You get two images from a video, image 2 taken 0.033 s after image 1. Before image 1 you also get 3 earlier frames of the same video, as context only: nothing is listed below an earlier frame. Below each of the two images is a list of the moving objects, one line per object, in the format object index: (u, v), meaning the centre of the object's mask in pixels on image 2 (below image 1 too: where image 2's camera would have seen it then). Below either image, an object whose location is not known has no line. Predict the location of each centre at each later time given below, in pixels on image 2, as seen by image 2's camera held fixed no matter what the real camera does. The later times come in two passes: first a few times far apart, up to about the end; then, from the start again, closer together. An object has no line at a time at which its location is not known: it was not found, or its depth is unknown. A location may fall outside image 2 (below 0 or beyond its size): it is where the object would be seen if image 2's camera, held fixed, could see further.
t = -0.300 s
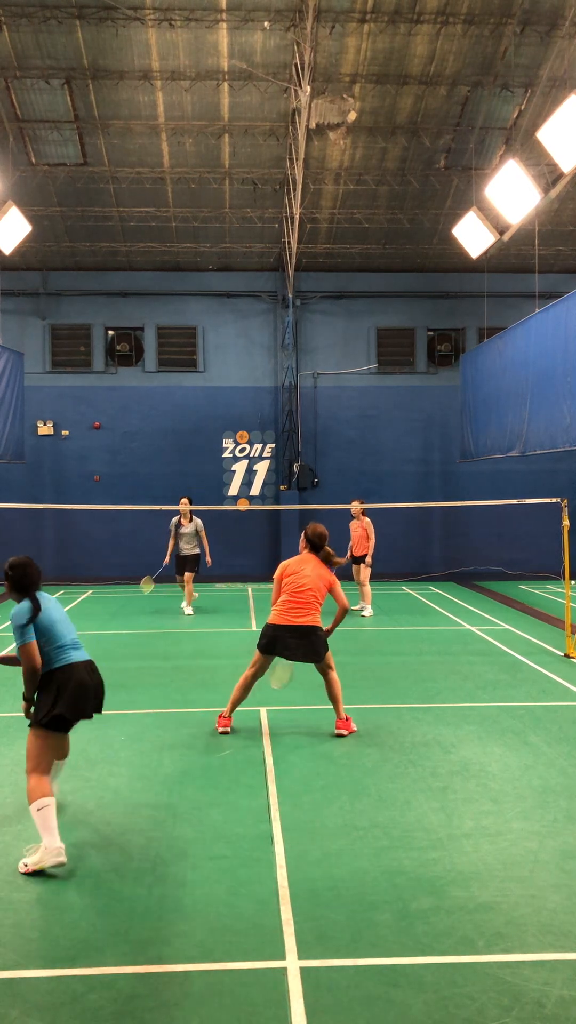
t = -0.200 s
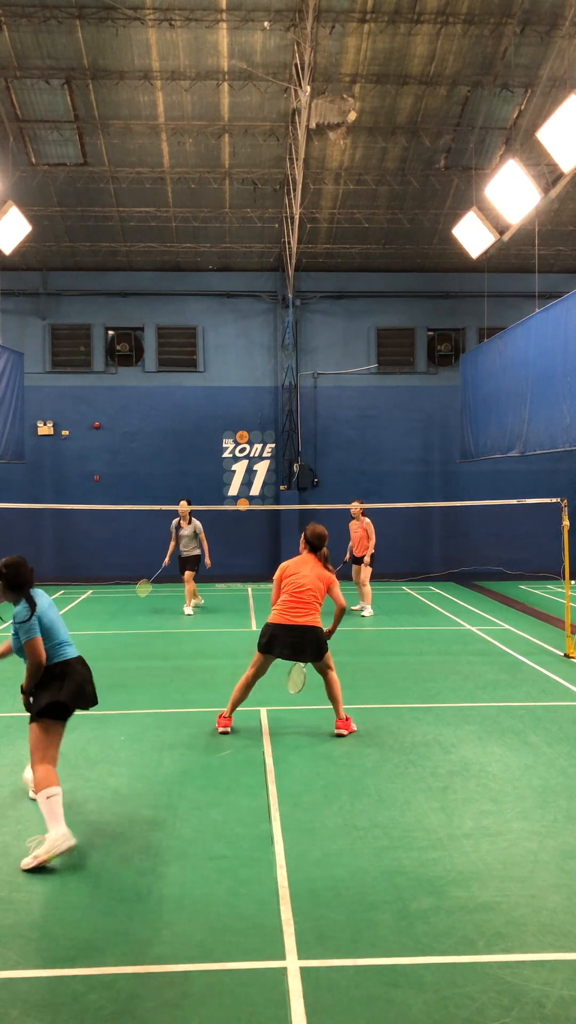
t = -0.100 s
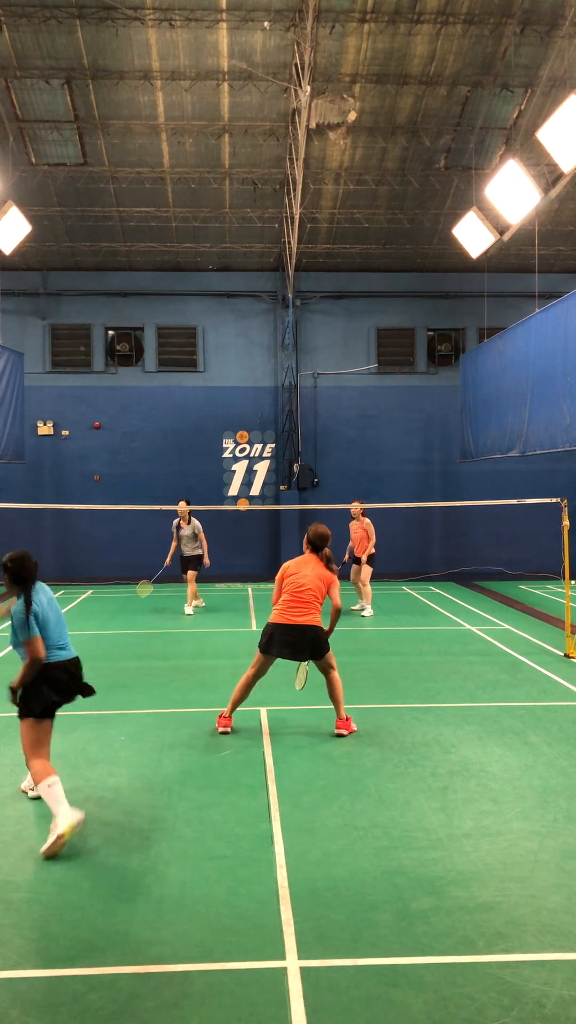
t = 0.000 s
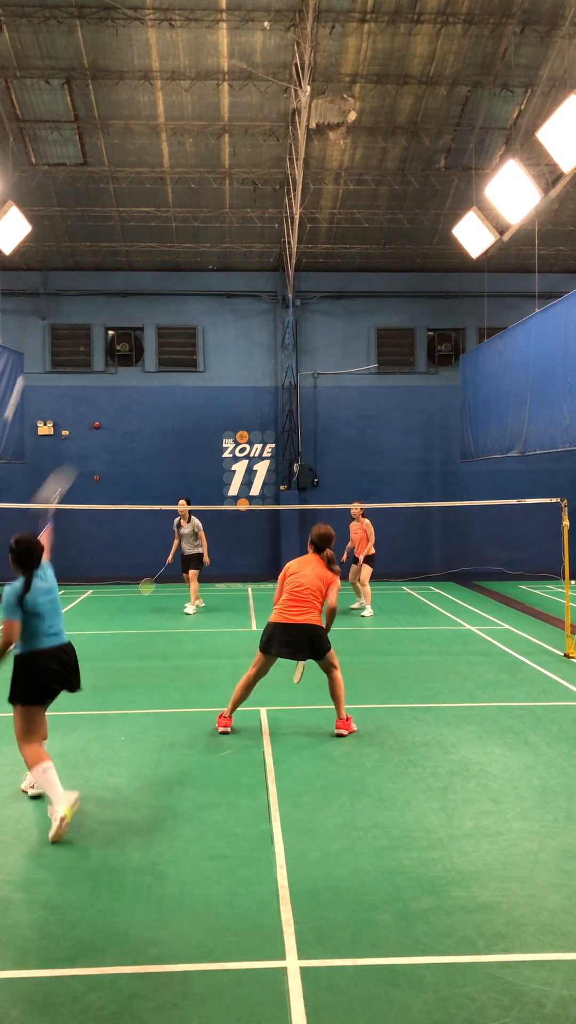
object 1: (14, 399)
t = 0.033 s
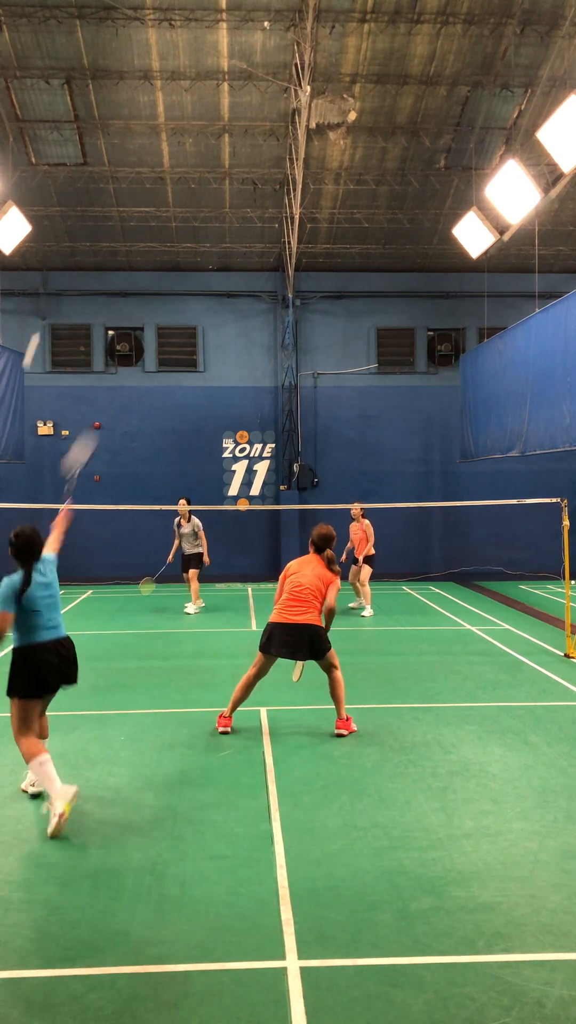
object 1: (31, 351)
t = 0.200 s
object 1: (83, 233)
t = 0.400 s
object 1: (115, 195)
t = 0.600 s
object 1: (137, 199)
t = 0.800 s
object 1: (156, 228)
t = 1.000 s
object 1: (172, 277)
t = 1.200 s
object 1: (186, 337)
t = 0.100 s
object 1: (57, 286)
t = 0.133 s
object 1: (67, 265)
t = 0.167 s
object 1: (75, 247)
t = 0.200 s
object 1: (83, 233)
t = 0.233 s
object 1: (90, 223)
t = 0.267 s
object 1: (96, 214)
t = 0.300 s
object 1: (101, 207)
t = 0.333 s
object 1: (106, 202)
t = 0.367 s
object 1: (110, 198)
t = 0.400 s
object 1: (115, 195)
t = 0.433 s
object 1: (119, 193)
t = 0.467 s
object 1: (123, 192)
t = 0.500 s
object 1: (126, 193)
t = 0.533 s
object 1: (130, 194)
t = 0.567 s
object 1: (133, 196)
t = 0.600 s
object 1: (137, 199)
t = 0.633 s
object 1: (140, 202)
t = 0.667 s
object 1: (143, 206)
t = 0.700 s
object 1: (147, 211)
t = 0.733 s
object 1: (150, 216)
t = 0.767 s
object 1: (153, 222)
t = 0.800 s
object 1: (156, 228)
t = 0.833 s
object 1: (159, 236)
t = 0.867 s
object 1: (161, 243)
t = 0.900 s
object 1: (164, 251)
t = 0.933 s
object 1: (167, 259)
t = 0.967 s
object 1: (169, 268)
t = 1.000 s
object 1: (172, 277)
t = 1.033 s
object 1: (175, 286)
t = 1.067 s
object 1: (177, 296)
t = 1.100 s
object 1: (179, 306)
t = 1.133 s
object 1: (182, 316)
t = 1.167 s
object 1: (184, 326)
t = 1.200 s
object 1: (186, 337)
